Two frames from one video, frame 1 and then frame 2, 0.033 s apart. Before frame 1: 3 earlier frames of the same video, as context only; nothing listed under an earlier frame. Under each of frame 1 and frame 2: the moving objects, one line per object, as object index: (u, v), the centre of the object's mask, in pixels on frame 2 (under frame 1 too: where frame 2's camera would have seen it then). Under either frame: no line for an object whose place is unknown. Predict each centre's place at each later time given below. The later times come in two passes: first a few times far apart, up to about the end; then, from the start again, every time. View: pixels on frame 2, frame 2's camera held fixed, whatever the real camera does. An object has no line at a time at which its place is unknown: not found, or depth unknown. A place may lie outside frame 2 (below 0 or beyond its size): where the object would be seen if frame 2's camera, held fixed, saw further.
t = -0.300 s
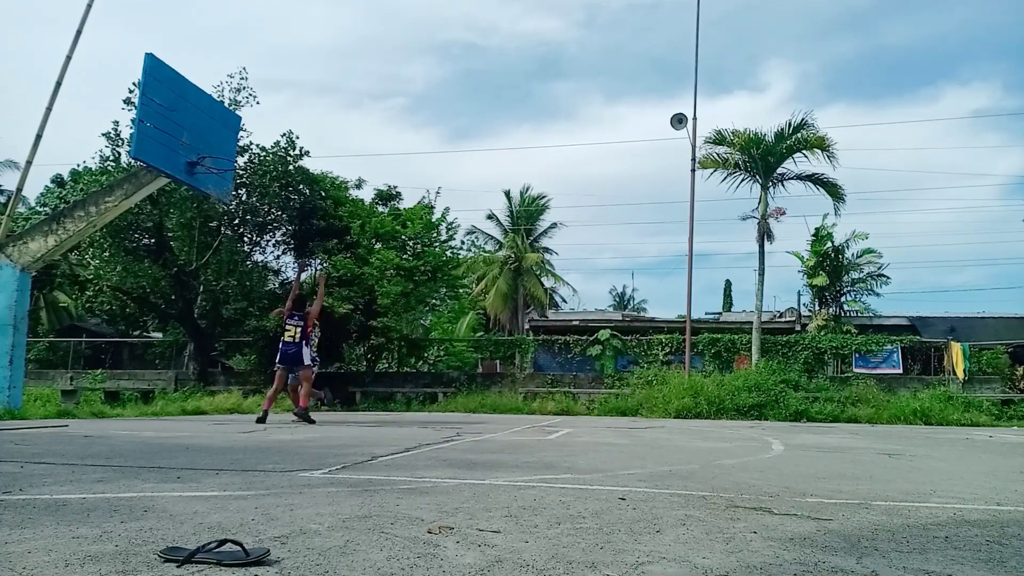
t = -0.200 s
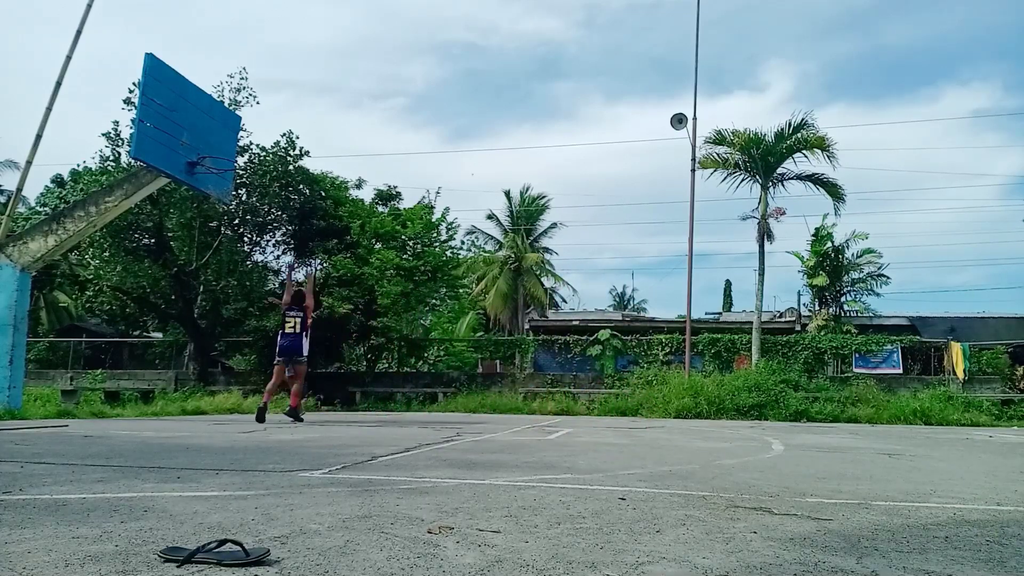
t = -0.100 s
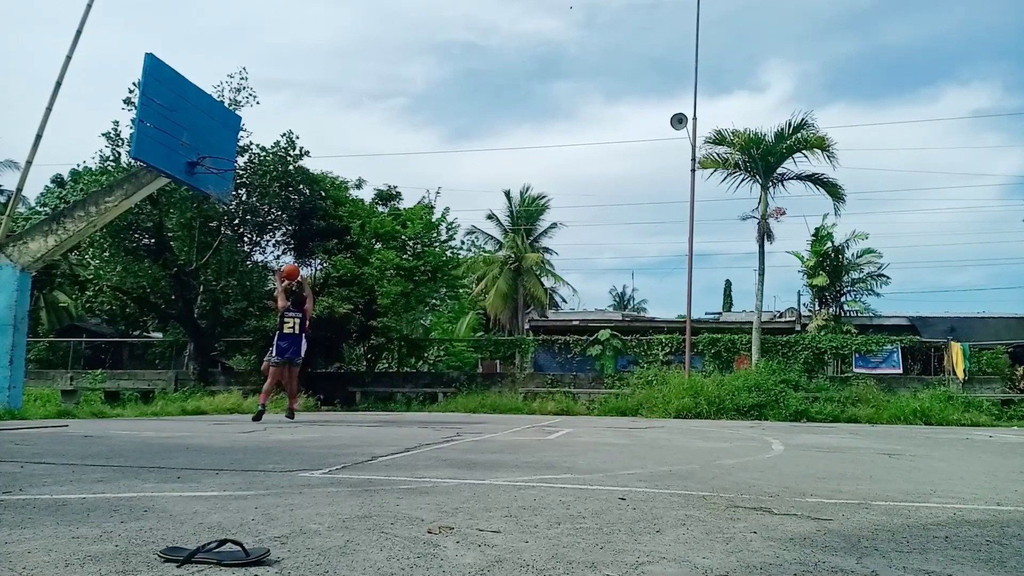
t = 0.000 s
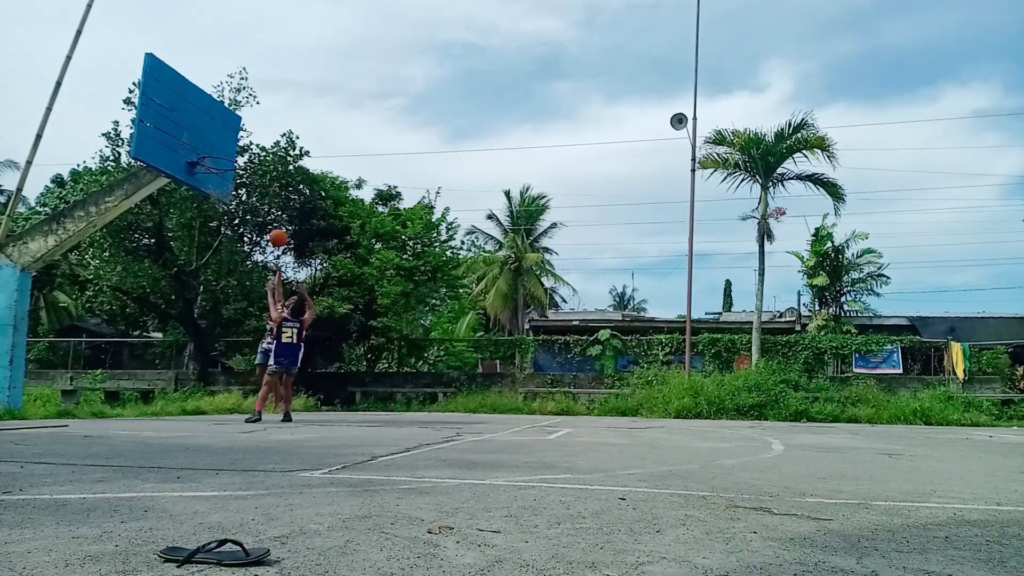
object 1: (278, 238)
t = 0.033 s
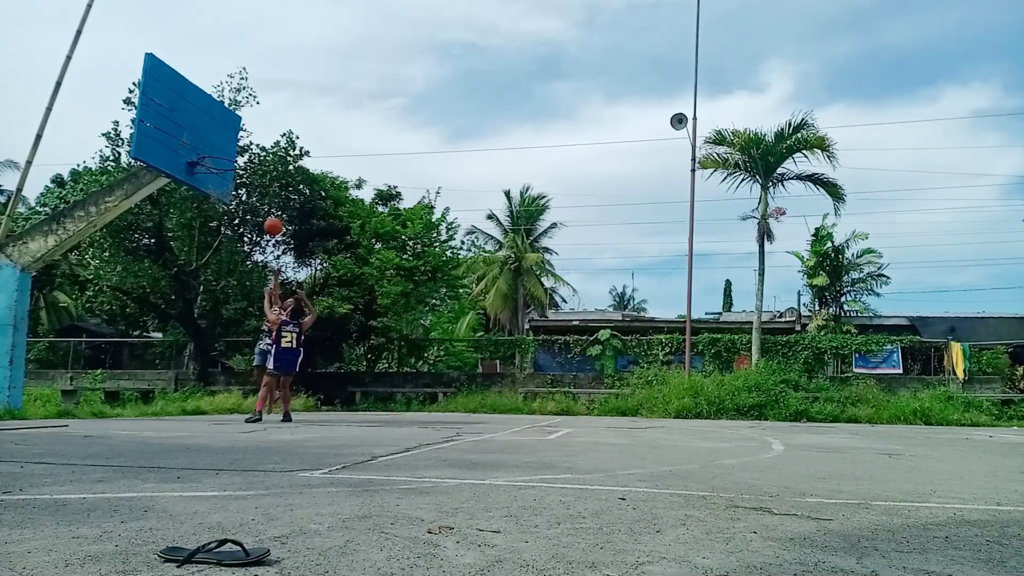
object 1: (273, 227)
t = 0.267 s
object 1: (237, 170)
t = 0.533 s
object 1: (239, 166)
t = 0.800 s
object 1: (238, 220)
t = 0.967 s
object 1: (237, 285)
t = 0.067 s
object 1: (268, 216)
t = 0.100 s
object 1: (263, 206)
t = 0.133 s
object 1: (258, 198)
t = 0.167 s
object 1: (253, 190)
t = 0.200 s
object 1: (248, 182)
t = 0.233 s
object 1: (243, 177)
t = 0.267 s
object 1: (237, 170)
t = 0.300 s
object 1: (237, 166)
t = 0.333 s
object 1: (237, 164)
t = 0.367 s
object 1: (238, 162)
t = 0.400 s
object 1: (238, 162)
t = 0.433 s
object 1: (238, 162)
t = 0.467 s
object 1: (238, 162)
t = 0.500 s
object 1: (238, 164)
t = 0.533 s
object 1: (239, 166)
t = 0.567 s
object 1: (239, 170)
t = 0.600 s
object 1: (240, 176)
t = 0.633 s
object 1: (240, 180)
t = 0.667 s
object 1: (240, 187)
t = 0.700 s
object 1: (240, 193)
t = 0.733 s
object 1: (240, 201)
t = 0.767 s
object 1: (239, 210)
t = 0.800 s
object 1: (238, 220)
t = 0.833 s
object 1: (239, 230)
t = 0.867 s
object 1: (238, 243)
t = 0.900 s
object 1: (237, 256)
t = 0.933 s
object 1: (237, 270)
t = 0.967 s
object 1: (237, 285)
